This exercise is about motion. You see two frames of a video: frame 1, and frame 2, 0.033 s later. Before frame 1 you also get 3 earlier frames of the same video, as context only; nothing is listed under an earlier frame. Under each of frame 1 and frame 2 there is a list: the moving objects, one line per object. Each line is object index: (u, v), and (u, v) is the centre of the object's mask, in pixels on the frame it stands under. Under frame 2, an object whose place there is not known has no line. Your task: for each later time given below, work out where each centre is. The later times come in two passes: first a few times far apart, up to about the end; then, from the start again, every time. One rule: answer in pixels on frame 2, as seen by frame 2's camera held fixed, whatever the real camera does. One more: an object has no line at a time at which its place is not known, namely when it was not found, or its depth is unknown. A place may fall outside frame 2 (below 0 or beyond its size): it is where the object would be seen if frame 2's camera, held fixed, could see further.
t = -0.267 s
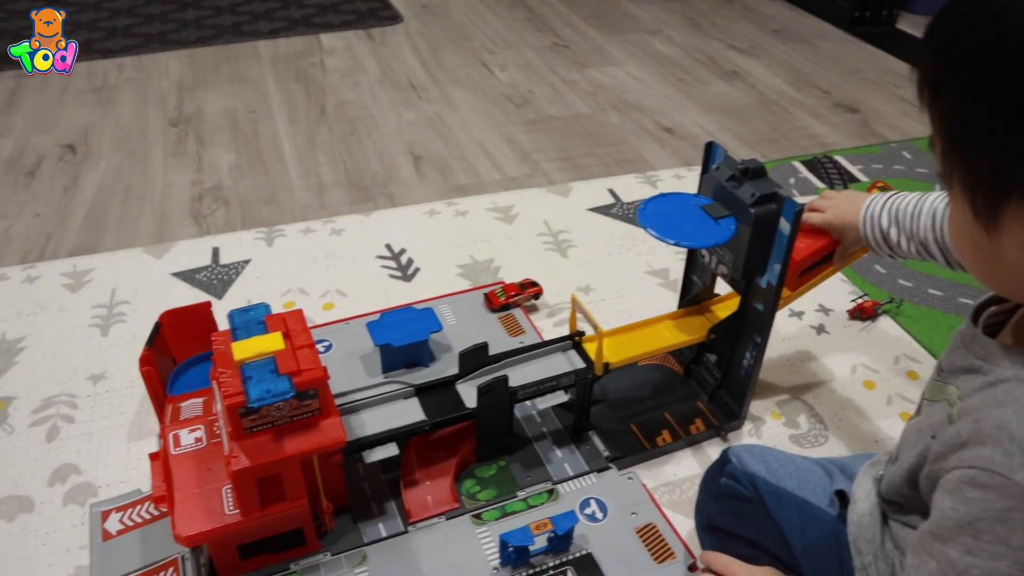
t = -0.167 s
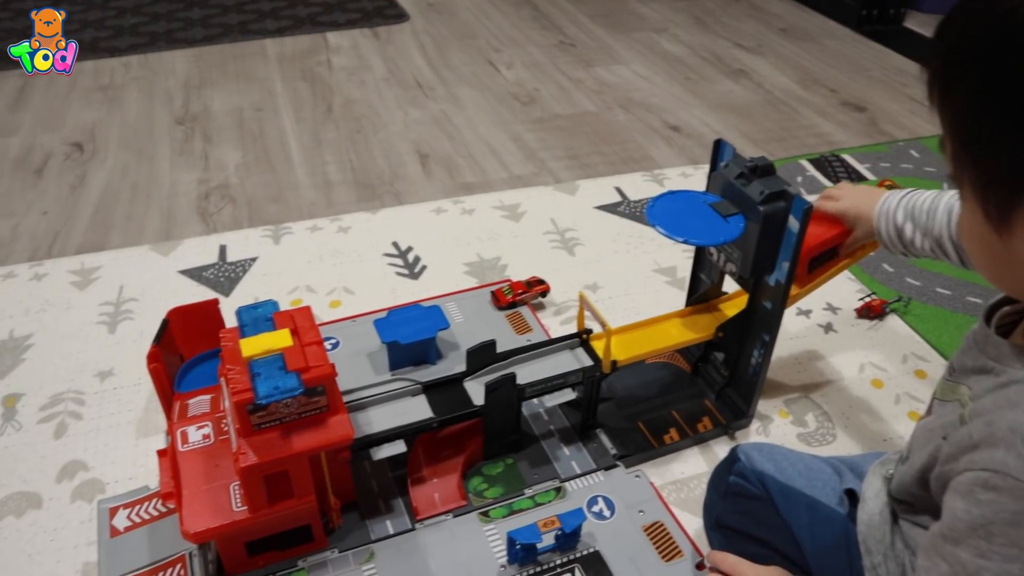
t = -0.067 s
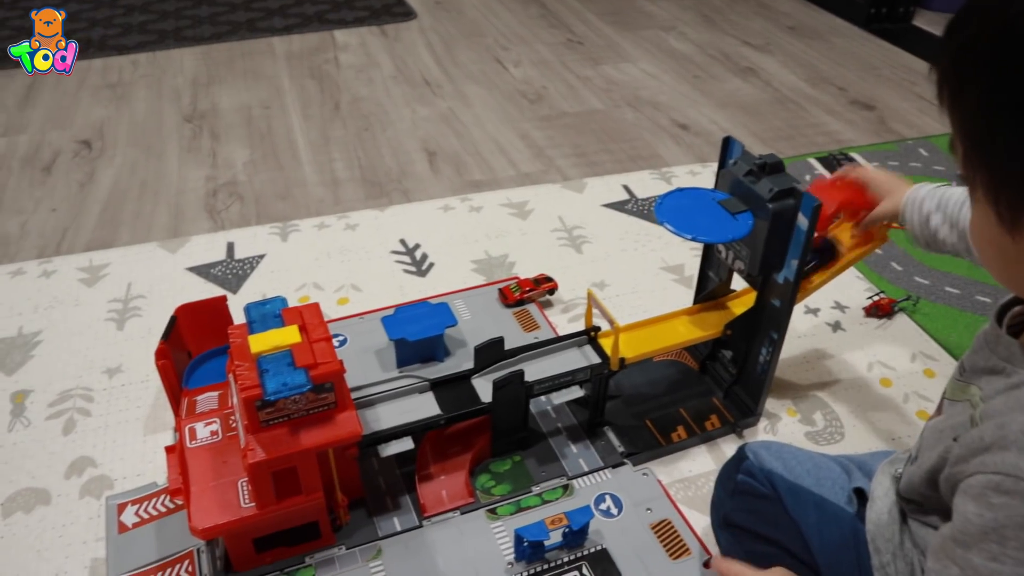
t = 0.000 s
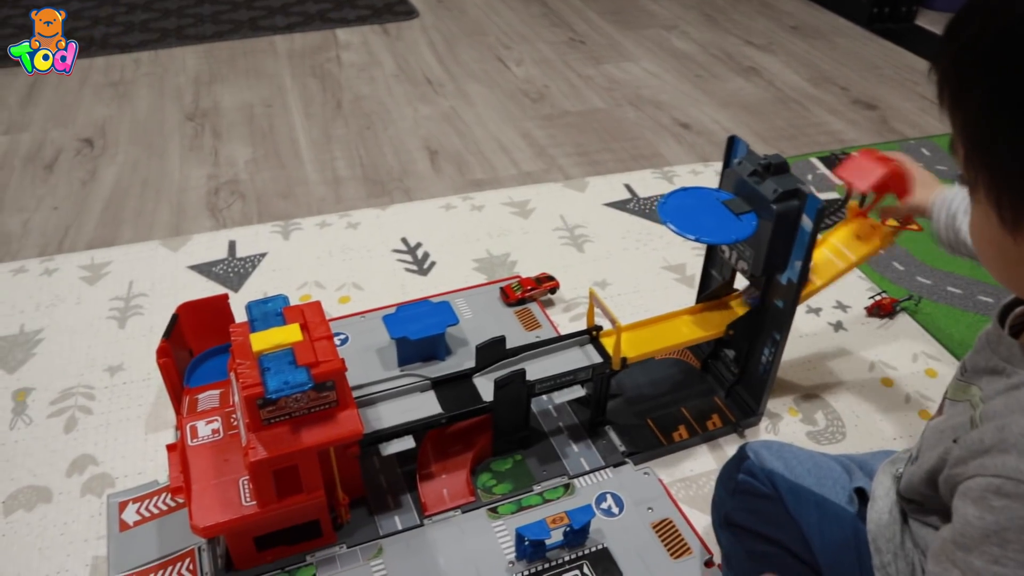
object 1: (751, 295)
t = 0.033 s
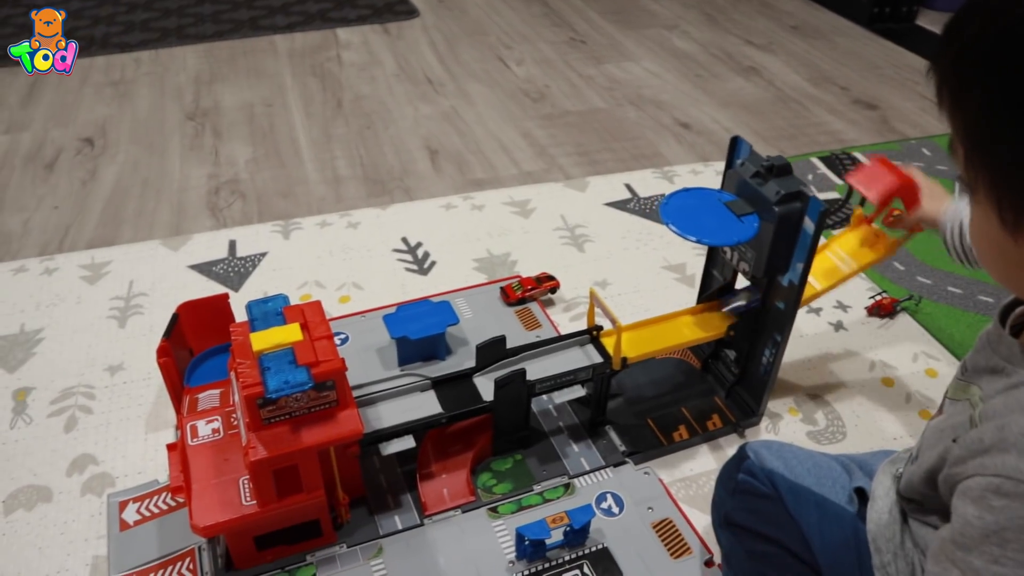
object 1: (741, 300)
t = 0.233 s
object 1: (648, 335)
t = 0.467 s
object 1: (494, 375)
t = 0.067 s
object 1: (732, 305)
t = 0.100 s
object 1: (720, 311)
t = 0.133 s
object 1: (701, 319)
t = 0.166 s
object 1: (680, 325)
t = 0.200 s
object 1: (661, 331)
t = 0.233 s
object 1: (648, 335)
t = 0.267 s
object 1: (622, 342)
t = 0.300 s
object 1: (597, 348)
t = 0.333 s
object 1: (577, 352)
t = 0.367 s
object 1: (558, 357)
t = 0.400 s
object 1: (542, 360)
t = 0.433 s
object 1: (521, 366)
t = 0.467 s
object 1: (494, 375)
